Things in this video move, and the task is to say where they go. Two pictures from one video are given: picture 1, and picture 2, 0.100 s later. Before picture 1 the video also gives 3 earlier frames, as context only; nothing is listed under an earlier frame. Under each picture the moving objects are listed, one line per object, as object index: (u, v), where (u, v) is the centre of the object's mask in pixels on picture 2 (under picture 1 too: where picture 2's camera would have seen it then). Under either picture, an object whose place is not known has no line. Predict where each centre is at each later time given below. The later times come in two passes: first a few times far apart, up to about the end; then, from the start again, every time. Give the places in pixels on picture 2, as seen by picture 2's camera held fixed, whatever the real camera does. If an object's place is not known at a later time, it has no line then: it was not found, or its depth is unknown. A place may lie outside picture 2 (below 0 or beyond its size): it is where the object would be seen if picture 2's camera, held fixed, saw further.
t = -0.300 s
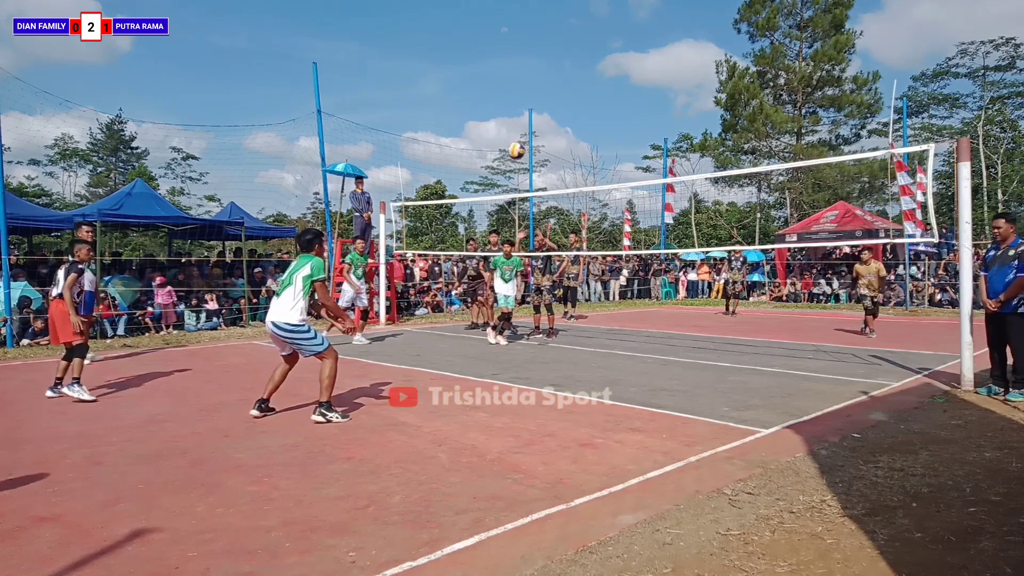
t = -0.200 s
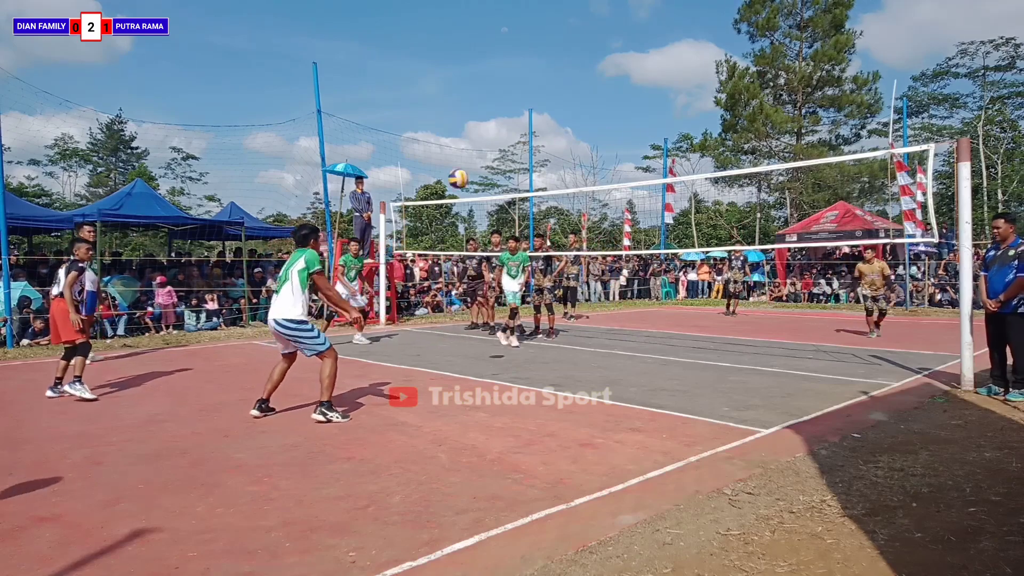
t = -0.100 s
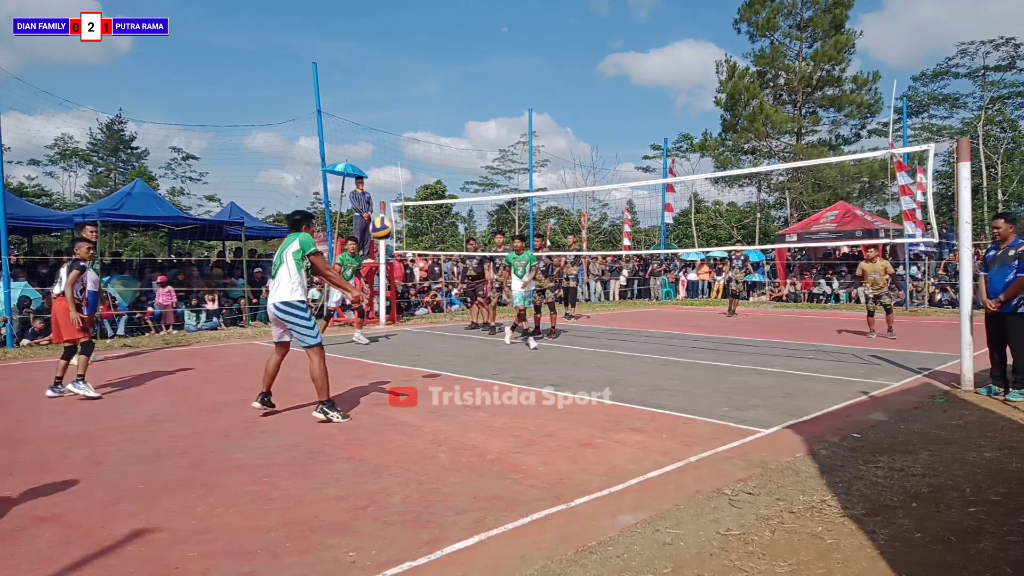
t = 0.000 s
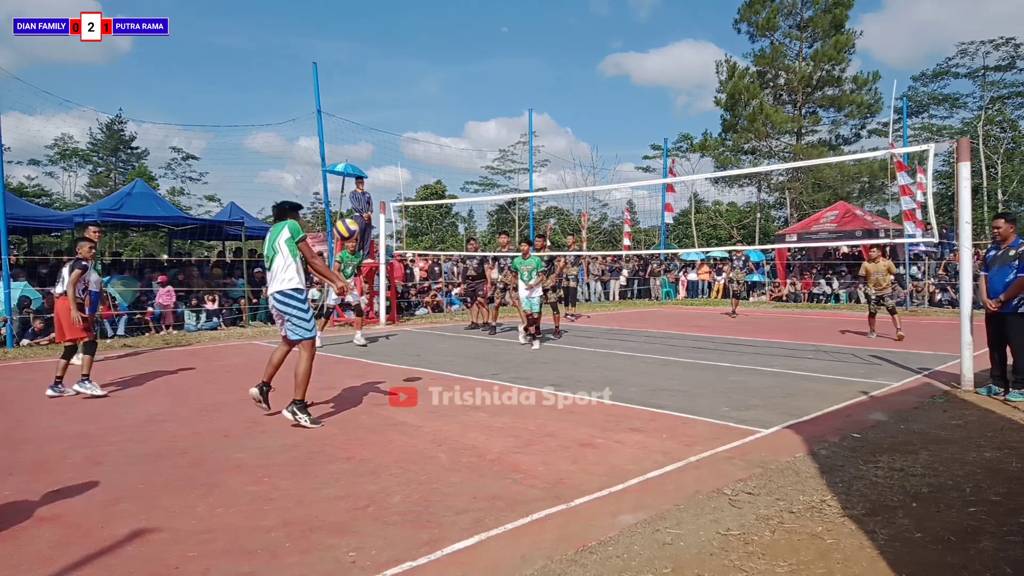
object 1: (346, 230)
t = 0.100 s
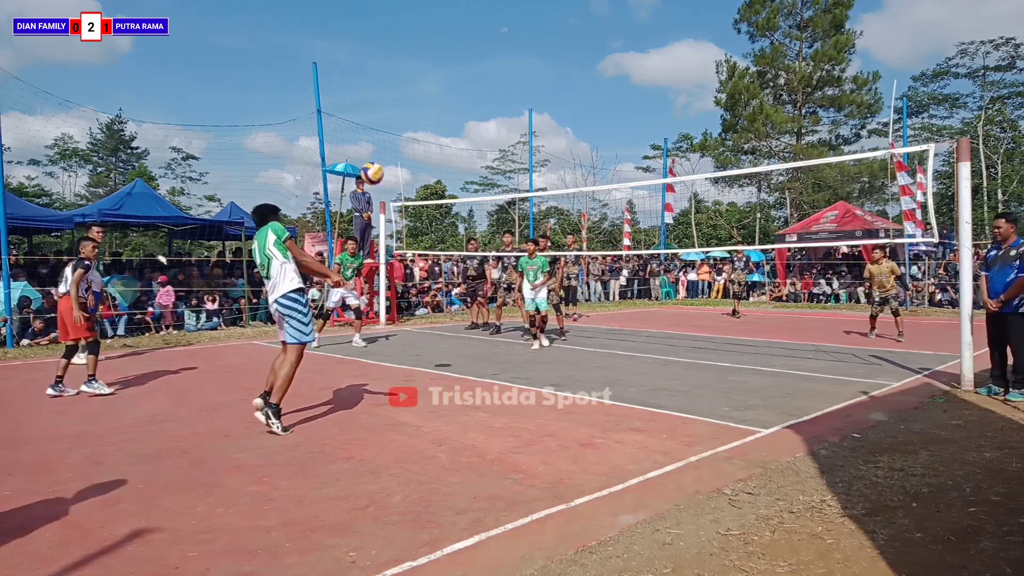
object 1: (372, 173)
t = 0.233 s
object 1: (402, 123)
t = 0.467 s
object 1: (444, 88)
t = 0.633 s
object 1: (468, 95)
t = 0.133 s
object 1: (380, 158)
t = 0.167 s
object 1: (387, 145)
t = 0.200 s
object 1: (395, 133)
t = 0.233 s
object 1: (402, 123)
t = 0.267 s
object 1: (408, 114)
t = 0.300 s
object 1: (415, 106)
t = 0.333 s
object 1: (421, 100)
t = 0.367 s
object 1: (427, 95)
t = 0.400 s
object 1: (433, 92)
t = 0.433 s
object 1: (438, 89)
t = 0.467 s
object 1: (444, 88)
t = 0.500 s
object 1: (449, 87)
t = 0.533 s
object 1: (454, 88)
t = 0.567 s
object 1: (459, 89)
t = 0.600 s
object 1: (463, 92)
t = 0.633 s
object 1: (468, 95)
